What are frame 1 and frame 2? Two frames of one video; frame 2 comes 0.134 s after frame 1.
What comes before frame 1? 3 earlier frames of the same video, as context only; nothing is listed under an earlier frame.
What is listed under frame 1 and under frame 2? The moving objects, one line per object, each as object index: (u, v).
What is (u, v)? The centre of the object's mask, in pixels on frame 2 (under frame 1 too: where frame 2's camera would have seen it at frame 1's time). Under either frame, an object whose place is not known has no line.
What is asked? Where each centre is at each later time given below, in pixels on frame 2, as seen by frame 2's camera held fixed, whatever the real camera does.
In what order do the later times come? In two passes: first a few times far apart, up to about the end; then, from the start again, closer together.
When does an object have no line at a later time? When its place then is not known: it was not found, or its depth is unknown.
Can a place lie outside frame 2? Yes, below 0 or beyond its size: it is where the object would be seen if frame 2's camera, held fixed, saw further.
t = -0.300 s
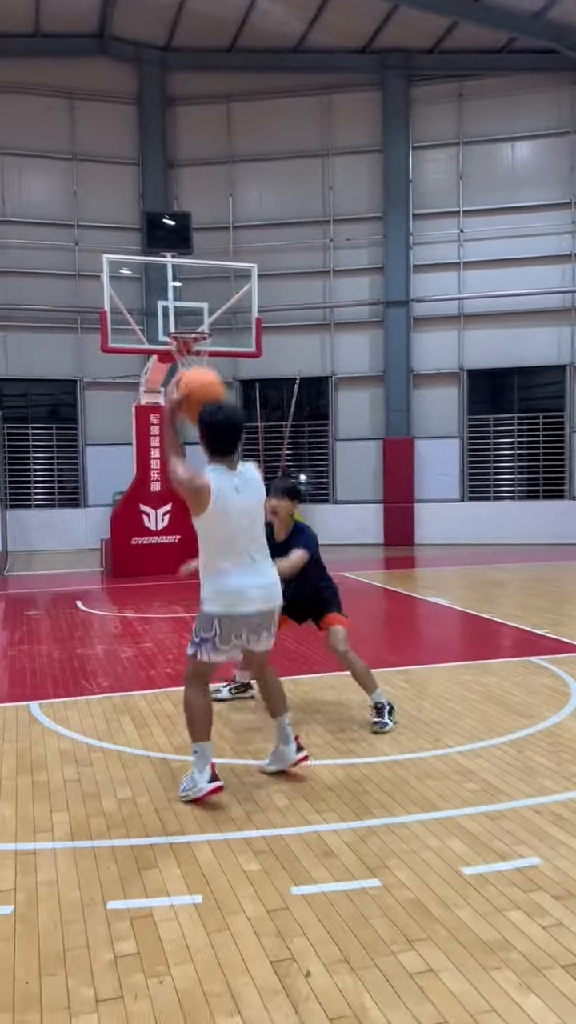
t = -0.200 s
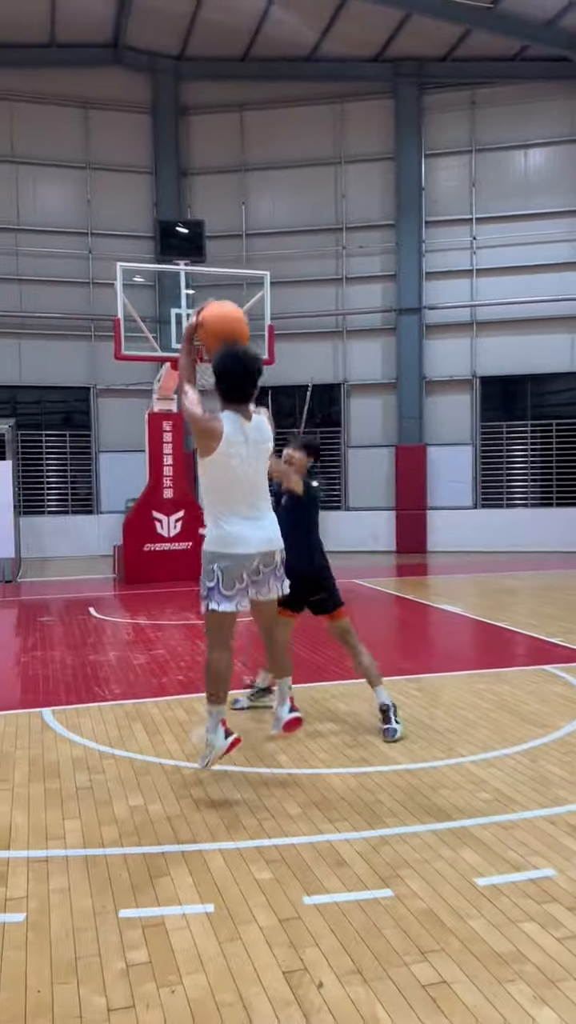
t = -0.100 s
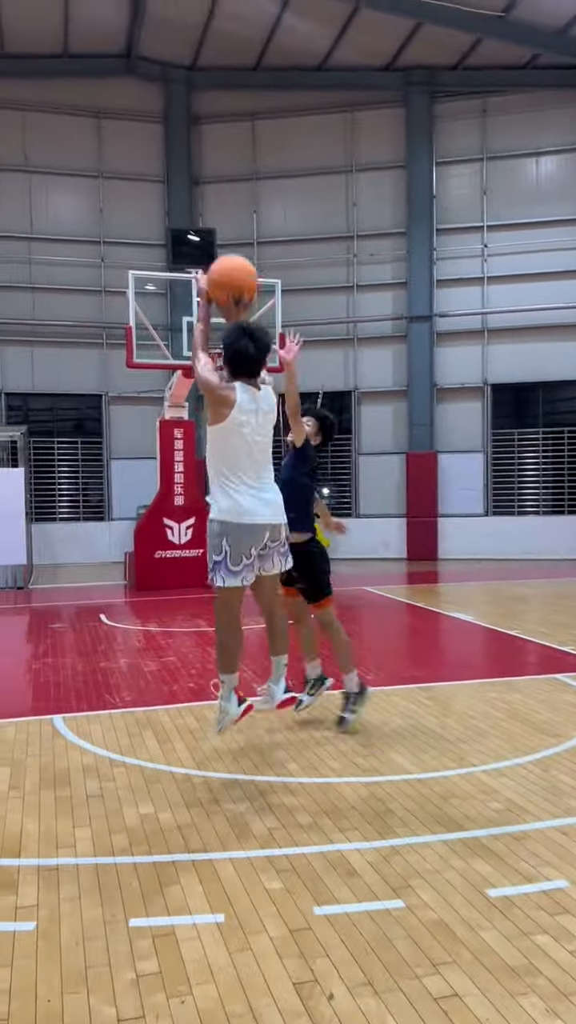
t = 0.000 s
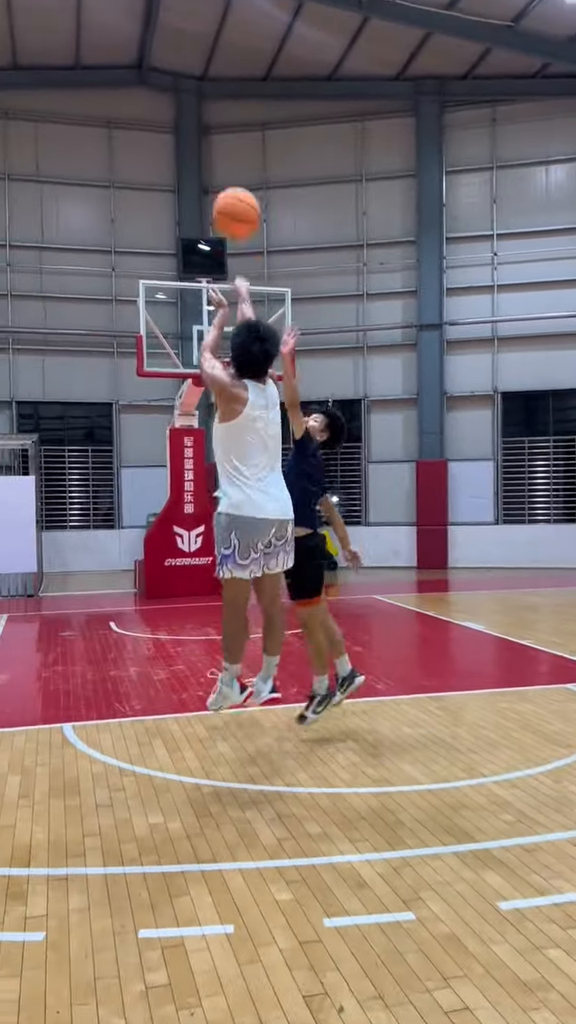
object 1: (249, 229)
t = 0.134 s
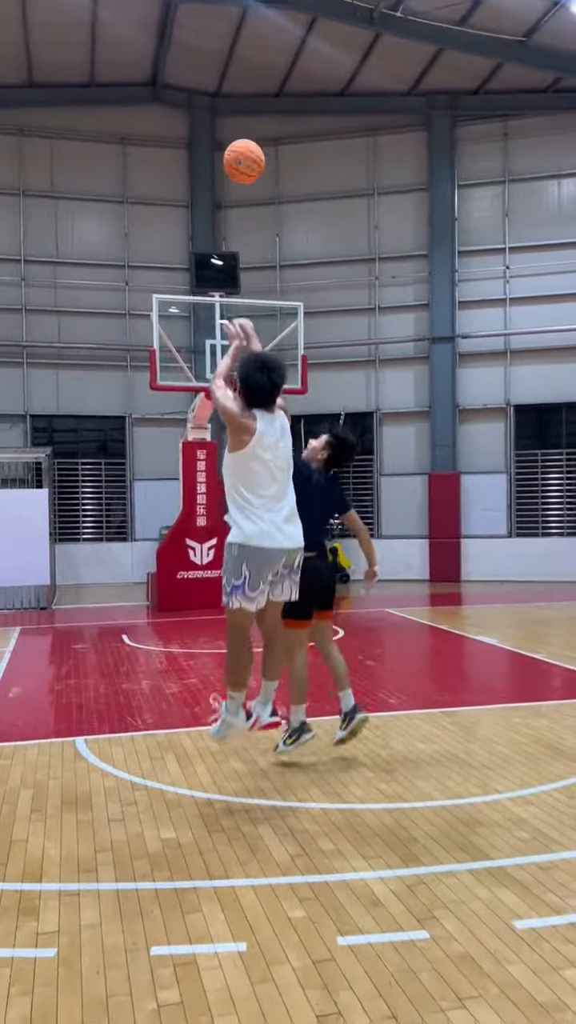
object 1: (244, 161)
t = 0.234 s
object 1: (241, 140)
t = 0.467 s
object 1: (237, 149)
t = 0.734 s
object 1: (235, 222)
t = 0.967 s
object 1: (235, 321)
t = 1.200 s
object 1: (236, 398)
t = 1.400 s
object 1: (235, 424)
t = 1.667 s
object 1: (234, 511)
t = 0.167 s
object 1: (243, 152)
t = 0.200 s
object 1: (242, 146)
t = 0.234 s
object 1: (241, 140)
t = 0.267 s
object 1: (240, 137)
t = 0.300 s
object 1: (240, 136)
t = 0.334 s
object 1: (239, 137)
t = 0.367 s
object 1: (238, 137)
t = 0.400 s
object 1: (238, 140)
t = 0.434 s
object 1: (237, 144)
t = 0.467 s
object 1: (237, 149)
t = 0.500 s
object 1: (237, 155)
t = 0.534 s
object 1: (237, 162)
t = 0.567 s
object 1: (236, 170)
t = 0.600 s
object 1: (236, 180)
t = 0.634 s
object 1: (236, 189)
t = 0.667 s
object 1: (235, 200)
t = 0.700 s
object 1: (235, 211)
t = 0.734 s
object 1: (235, 222)
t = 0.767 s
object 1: (235, 235)
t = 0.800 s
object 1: (235, 248)
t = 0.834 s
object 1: (236, 261)
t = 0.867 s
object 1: (235, 276)
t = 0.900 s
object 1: (235, 290)
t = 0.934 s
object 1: (236, 306)
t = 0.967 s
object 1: (235, 321)
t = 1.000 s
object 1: (236, 335)
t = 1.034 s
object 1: (236, 353)
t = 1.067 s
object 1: (236, 363)
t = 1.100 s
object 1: (236, 381)
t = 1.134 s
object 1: (236, 390)
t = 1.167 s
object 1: (235, 394)
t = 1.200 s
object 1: (236, 398)
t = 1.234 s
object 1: (236, 402)
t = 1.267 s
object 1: (236, 403)
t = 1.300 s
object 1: (235, 405)
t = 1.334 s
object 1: (235, 410)
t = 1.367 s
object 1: (235, 418)
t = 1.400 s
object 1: (235, 424)
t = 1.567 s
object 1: (236, 471)
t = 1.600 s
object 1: (235, 484)
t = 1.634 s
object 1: (235, 497)
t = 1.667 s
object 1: (234, 511)
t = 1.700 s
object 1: (234, 526)
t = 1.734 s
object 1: (234, 540)
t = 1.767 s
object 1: (232, 558)
